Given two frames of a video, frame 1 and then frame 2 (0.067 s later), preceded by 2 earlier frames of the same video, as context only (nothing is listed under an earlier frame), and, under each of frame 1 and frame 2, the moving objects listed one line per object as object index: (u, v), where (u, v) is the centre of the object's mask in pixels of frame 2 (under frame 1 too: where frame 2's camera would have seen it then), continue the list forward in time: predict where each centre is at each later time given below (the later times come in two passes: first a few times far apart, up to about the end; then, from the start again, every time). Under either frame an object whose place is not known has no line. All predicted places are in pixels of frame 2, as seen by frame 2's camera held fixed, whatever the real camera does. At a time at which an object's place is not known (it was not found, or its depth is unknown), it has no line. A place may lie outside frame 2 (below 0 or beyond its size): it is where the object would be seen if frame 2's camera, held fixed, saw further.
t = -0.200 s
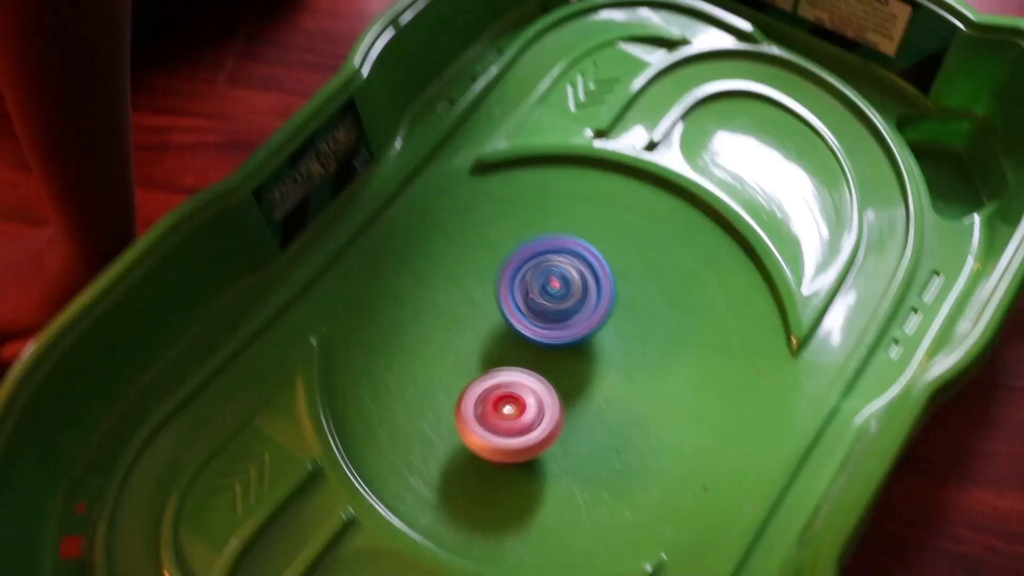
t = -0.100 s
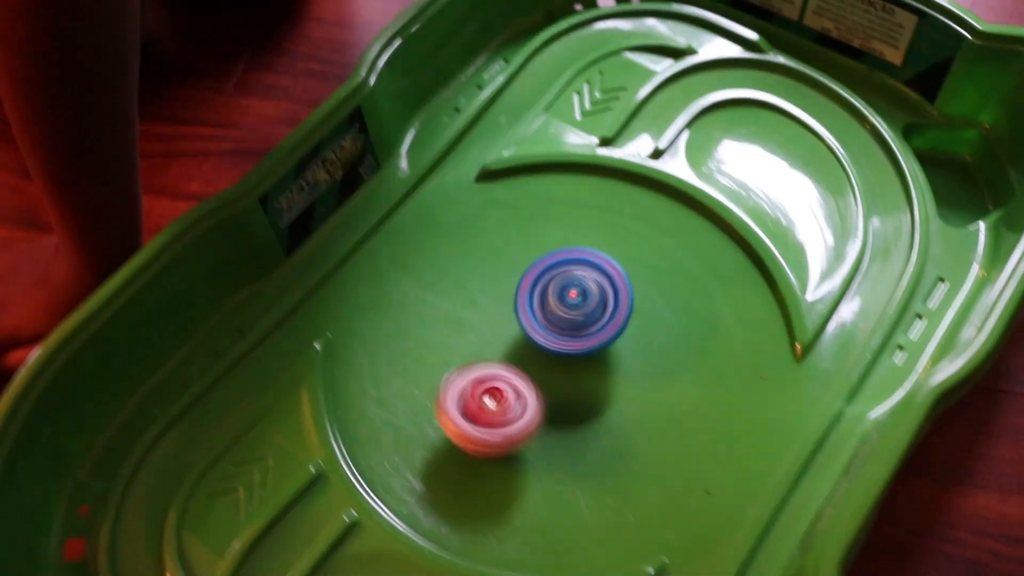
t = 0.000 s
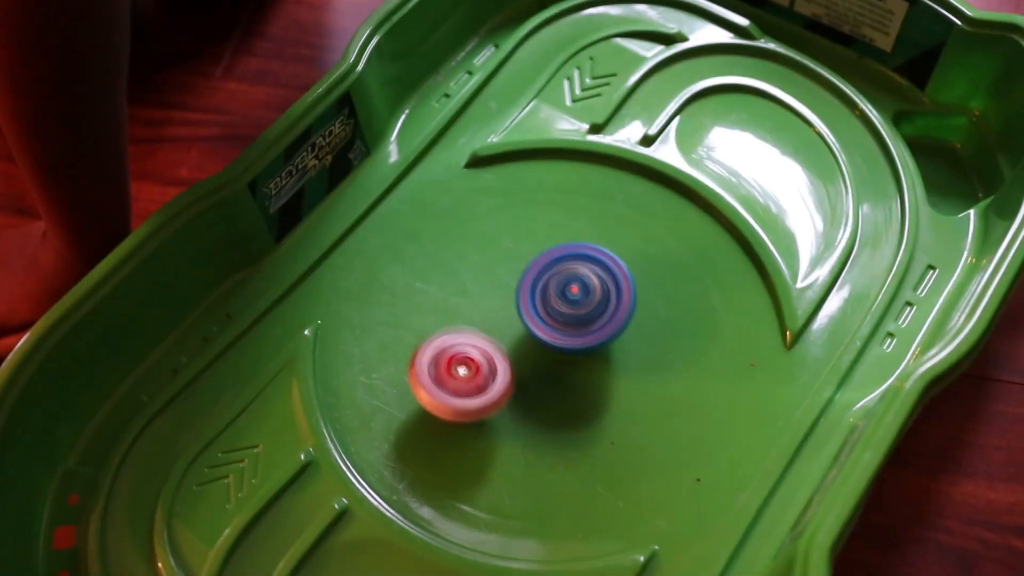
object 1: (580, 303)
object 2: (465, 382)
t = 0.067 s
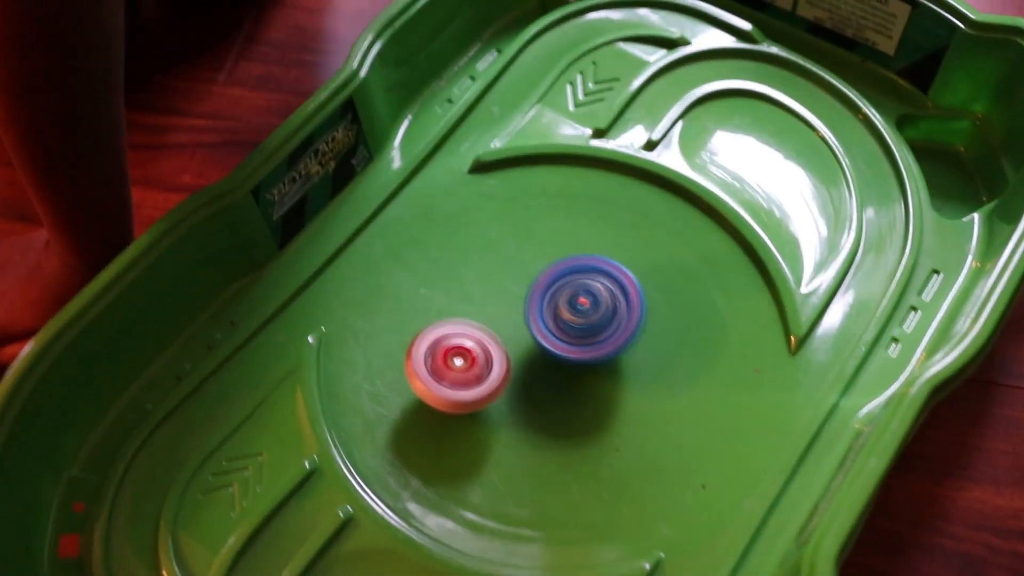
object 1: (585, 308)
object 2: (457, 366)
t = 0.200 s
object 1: (592, 325)
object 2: (452, 328)
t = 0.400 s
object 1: (584, 352)
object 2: (471, 278)
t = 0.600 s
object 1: (554, 371)
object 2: (515, 254)
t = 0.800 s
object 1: (522, 371)
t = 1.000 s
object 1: (497, 356)
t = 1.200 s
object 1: (485, 332)
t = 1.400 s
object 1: (493, 306)
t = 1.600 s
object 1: (515, 288)
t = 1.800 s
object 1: (544, 284)
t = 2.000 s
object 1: (573, 292)
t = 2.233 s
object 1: (589, 316)
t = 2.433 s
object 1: (584, 347)
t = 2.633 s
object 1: (577, 385)
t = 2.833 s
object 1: (550, 391)
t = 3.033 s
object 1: (503, 382)
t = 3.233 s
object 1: (464, 367)
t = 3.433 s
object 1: (470, 338)
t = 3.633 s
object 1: (479, 309)
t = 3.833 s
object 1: (511, 293)
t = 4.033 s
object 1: (545, 298)
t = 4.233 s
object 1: (570, 308)
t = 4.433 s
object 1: (590, 328)
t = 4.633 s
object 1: (596, 344)
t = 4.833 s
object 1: (585, 360)
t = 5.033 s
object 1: (565, 366)
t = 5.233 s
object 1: (530, 369)
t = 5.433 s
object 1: (504, 359)
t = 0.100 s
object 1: (588, 312)
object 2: (455, 357)
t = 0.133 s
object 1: (590, 317)
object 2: (453, 347)
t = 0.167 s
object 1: (591, 321)
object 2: (452, 338)
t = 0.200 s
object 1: (592, 325)
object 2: (452, 328)
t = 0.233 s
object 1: (592, 329)
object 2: (454, 319)
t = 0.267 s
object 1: (591, 334)
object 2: (455, 310)
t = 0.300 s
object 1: (591, 339)
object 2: (458, 302)
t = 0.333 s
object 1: (590, 344)
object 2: (462, 293)
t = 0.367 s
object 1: (587, 348)
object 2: (466, 285)
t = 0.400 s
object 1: (584, 352)
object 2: (471, 278)
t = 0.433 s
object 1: (580, 357)
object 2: (477, 272)
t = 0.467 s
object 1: (576, 361)
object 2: (483, 267)
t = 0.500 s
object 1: (571, 365)
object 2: (491, 262)
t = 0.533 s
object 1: (566, 367)
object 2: (498, 260)
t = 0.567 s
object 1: (560, 369)
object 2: (507, 257)
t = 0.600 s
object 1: (554, 371)
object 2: (515, 254)
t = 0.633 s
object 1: (550, 372)
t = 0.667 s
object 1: (544, 373)
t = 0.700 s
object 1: (538, 372)
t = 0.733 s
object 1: (533, 372)
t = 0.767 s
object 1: (527, 372)
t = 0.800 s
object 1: (522, 371)
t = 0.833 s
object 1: (517, 369)
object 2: (577, 262)
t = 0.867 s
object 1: (512, 367)
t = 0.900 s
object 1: (508, 365)
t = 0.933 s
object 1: (504, 363)
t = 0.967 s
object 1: (501, 360)
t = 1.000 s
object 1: (497, 356)
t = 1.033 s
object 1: (494, 353)
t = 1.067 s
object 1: (491, 349)
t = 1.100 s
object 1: (489, 345)
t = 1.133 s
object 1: (488, 341)
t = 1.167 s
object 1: (486, 336)
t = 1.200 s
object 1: (485, 332)
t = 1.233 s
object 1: (485, 328)
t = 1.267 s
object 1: (486, 323)
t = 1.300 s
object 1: (487, 318)
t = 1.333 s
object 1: (487, 313)
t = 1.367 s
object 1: (490, 310)
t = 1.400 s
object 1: (493, 306)
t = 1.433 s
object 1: (496, 302)
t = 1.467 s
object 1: (498, 298)
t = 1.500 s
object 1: (502, 296)
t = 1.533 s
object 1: (507, 293)
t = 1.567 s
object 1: (512, 290)
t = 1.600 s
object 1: (515, 288)
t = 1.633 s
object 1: (519, 286)
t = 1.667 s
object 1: (525, 285)
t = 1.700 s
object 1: (530, 284)
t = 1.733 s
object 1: (534, 283)
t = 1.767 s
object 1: (539, 283)
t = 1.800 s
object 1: (544, 284)
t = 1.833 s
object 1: (550, 284)
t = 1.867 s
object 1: (555, 284)
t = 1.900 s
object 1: (559, 285)
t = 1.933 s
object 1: (564, 288)
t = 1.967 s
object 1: (569, 290)
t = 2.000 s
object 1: (573, 292)
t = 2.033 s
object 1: (576, 294)
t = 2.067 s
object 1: (579, 298)
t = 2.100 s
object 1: (583, 301)
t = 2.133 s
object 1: (585, 304)
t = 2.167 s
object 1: (586, 308)
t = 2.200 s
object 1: (588, 312)
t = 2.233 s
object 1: (589, 316)
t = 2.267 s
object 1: (589, 319)
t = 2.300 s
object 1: (588, 324)
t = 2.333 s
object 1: (588, 329)
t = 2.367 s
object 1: (586, 333)
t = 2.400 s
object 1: (584, 337)
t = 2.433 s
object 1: (584, 347)
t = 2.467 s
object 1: (586, 359)
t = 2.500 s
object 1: (586, 368)
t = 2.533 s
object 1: (584, 374)
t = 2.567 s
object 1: (582, 379)
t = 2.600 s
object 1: (580, 383)
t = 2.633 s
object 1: (577, 385)
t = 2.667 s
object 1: (573, 388)
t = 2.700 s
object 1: (569, 390)
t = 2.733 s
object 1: (565, 391)
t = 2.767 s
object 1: (561, 391)
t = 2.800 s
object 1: (555, 391)
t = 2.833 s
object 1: (550, 391)
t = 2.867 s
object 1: (545, 389)
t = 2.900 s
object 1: (539, 386)
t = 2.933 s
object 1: (533, 384)
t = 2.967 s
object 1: (529, 380)
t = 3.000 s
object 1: (519, 378)
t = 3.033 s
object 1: (503, 382)
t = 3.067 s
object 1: (491, 384)
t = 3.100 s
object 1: (482, 382)
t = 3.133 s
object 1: (474, 379)
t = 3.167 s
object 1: (469, 376)
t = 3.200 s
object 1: (467, 372)
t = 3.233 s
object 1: (464, 367)
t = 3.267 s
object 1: (463, 363)
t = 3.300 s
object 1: (463, 359)
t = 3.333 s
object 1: (463, 353)
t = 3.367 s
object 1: (463, 348)
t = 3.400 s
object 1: (466, 344)
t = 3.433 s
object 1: (470, 338)
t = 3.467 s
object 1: (472, 333)
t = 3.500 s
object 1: (477, 329)
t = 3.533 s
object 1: (481, 324)
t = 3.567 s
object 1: (477, 318)
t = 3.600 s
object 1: (476, 314)
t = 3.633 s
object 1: (479, 309)
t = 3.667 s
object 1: (483, 305)
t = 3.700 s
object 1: (489, 303)
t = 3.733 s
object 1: (497, 302)
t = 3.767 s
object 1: (504, 300)
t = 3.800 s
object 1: (507, 296)
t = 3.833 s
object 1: (511, 293)
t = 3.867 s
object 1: (517, 291)
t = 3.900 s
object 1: (521, 290)
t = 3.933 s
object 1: (528, 292)
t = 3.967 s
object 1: (534, 292)
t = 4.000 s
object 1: (538, 295)
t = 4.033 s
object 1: (545, 298)
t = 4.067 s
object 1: (550, 301)
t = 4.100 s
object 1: (553, 304)
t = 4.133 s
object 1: (558, 305)
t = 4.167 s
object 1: (563, 304)
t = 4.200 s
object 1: (566, 305)
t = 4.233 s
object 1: (570, 308)
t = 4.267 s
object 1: (573, 311)
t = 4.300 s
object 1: (575, 315)
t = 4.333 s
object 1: (579, 318)
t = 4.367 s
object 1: (584, 320)
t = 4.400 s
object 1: (587, 324)
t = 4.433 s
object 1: (590, 328)
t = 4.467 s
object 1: (592, 331)
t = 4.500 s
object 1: (593, 334)
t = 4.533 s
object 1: (596, 337)
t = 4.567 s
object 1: (596, 338)
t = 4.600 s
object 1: (596, 341)
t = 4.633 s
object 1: (596, 344)
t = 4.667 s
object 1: (595, 346)
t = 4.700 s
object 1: (593, 349)
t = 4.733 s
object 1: (592, 351)
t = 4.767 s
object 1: (589, 353)
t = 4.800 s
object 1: (587, 358)
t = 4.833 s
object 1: (585, 360)
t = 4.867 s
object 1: (582, 362)
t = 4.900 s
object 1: (580, 364)
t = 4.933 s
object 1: (577, 364)
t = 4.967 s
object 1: (573, 366)
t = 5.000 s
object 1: (570, 366)
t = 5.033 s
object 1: (565, 366)
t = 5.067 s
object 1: (561, 365)
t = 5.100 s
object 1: (556, 363)
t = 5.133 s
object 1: (551, 363)
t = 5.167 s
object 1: (545, 364)
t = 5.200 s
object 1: (537, 367)
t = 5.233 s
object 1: (530, 369)
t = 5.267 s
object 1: (524, 369)
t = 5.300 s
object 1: (517, 367)
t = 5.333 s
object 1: (514, 366)
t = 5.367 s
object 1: (509, 363)
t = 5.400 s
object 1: (506, 362)
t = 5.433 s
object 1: (504, 359)
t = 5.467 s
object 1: (501, 356)
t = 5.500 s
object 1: (499, 353)
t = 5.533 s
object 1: (497, 349)
